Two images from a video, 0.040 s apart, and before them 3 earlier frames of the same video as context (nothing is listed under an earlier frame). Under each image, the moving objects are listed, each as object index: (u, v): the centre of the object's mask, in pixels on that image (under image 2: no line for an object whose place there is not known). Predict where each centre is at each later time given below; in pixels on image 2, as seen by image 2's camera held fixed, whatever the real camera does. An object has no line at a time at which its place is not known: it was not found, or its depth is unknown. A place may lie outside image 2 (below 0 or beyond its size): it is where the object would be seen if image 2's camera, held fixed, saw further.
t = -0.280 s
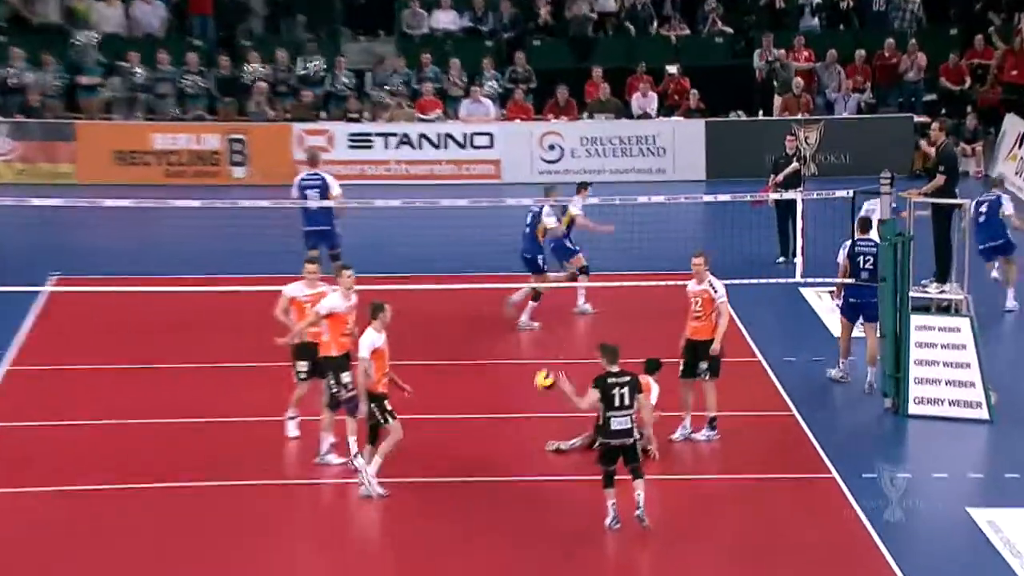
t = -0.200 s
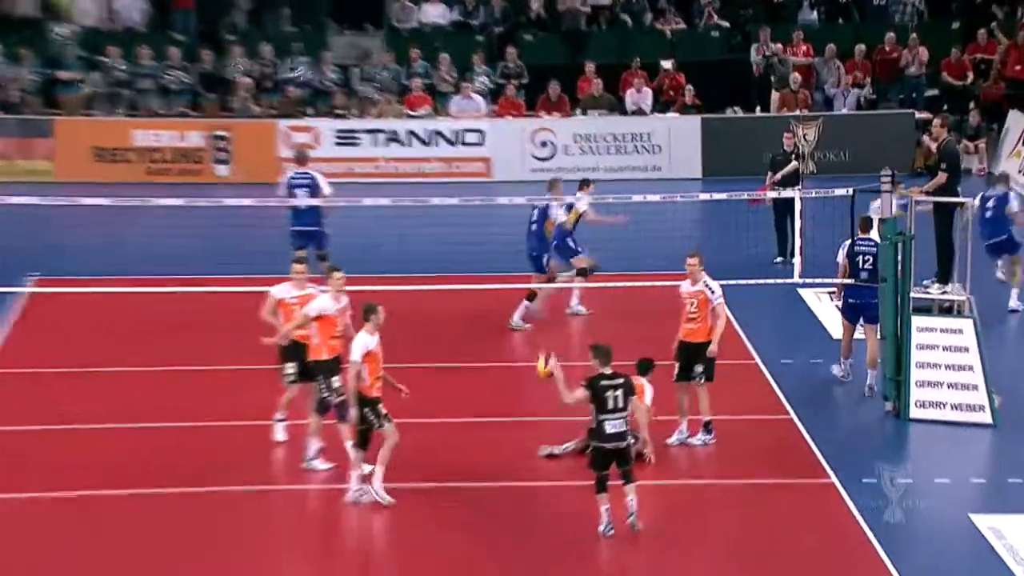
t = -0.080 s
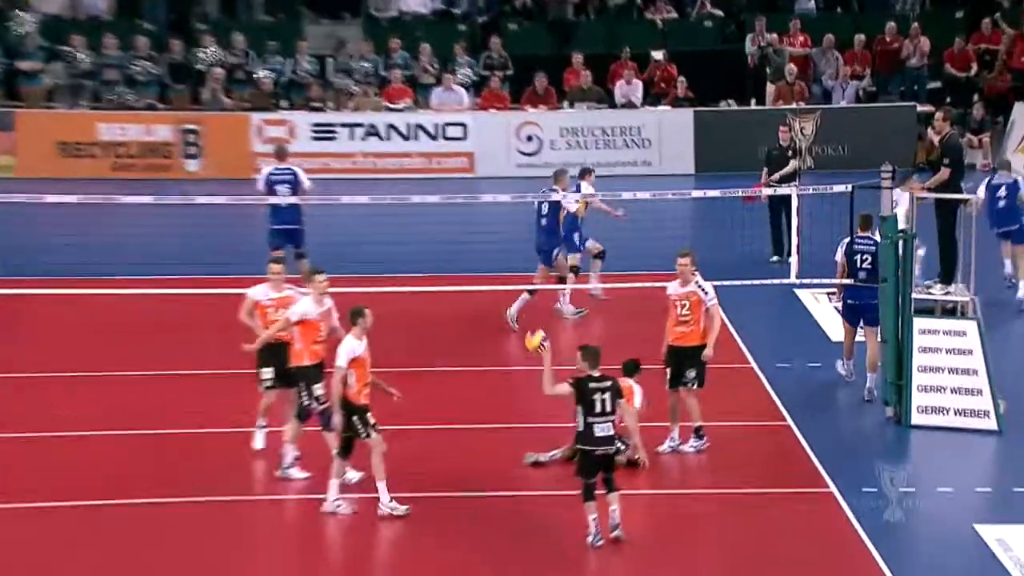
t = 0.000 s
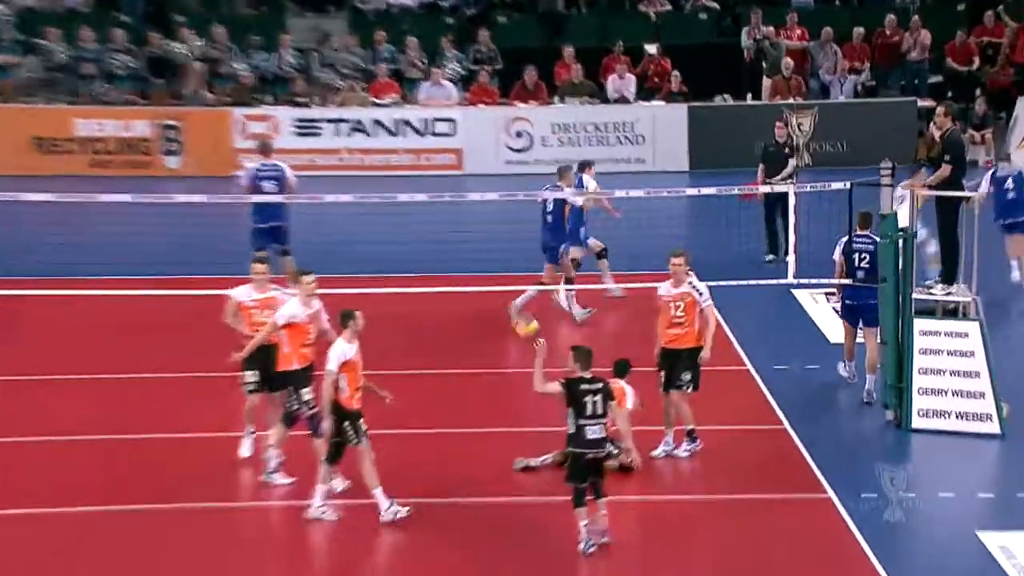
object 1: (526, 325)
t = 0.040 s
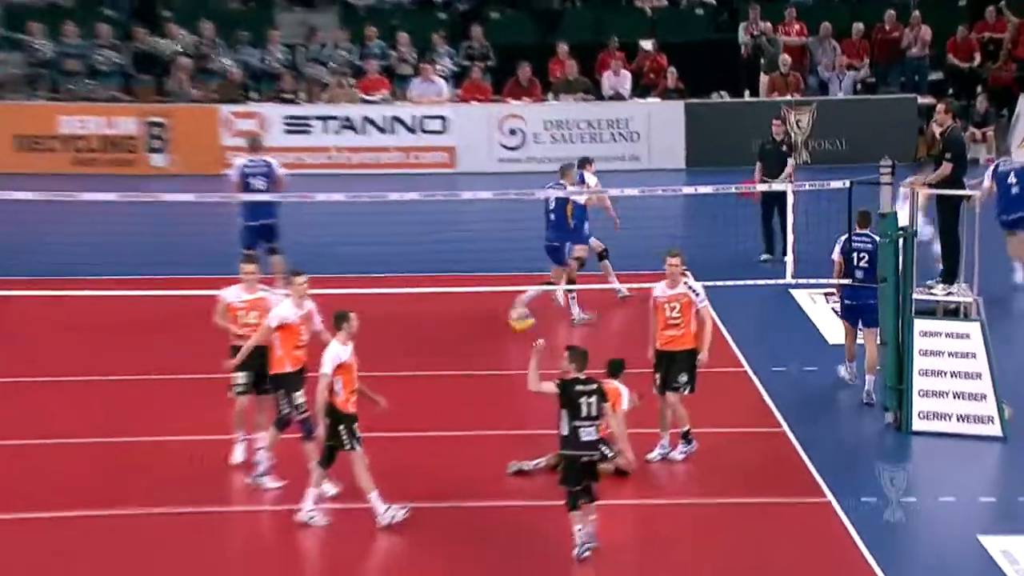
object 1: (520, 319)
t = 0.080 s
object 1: (521, 313)
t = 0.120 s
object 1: (520, 308)
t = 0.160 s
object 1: (519, 302)
